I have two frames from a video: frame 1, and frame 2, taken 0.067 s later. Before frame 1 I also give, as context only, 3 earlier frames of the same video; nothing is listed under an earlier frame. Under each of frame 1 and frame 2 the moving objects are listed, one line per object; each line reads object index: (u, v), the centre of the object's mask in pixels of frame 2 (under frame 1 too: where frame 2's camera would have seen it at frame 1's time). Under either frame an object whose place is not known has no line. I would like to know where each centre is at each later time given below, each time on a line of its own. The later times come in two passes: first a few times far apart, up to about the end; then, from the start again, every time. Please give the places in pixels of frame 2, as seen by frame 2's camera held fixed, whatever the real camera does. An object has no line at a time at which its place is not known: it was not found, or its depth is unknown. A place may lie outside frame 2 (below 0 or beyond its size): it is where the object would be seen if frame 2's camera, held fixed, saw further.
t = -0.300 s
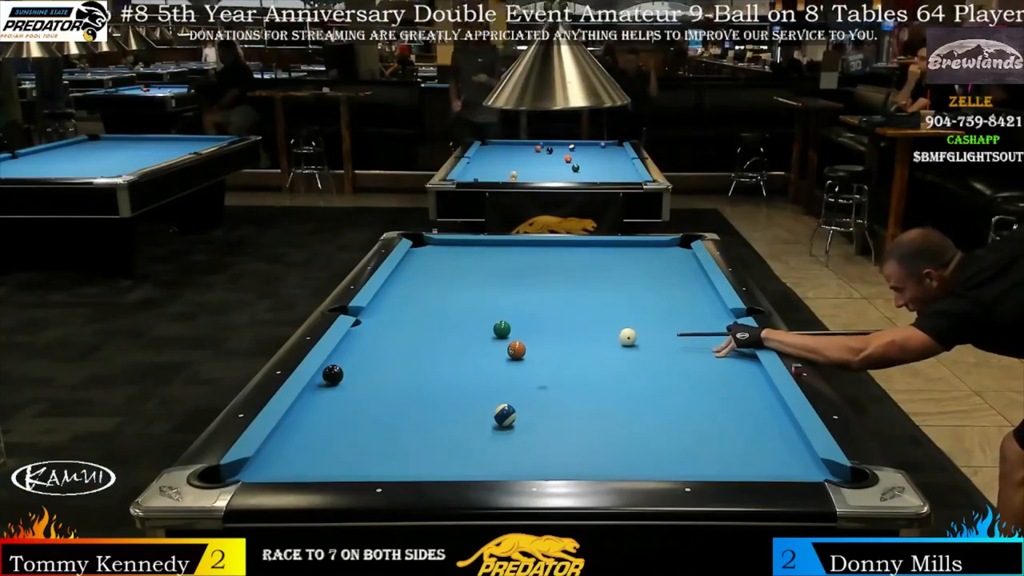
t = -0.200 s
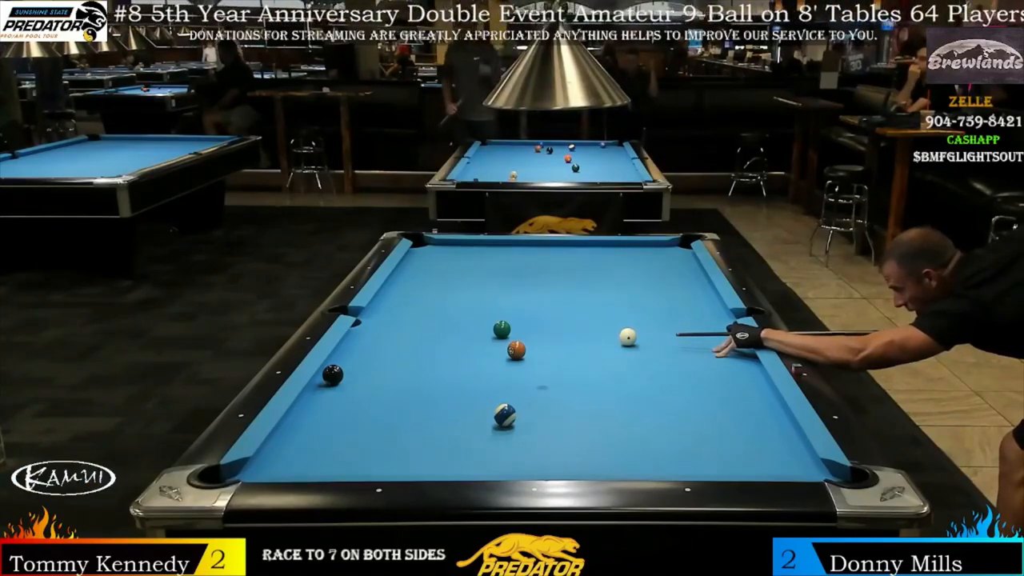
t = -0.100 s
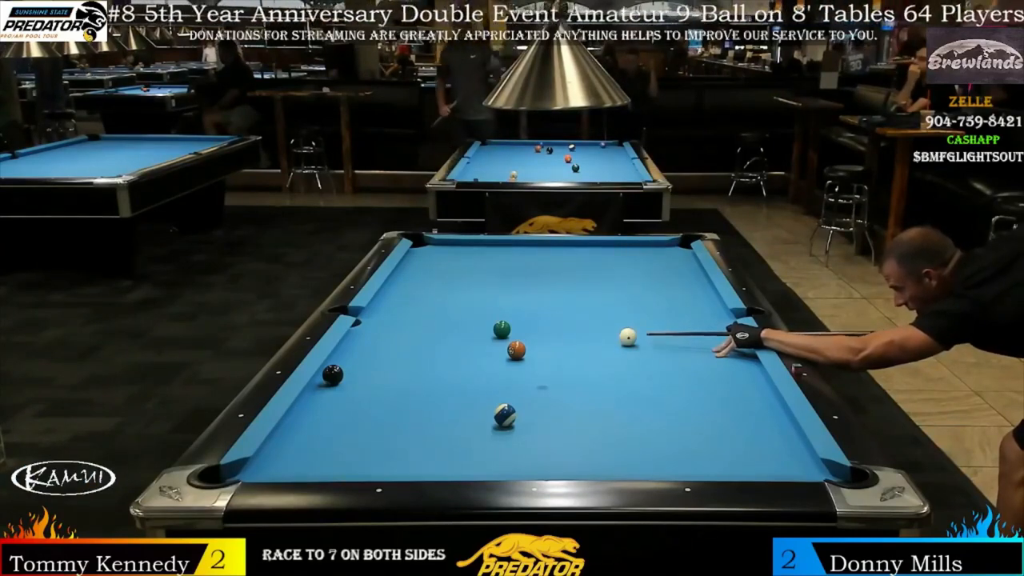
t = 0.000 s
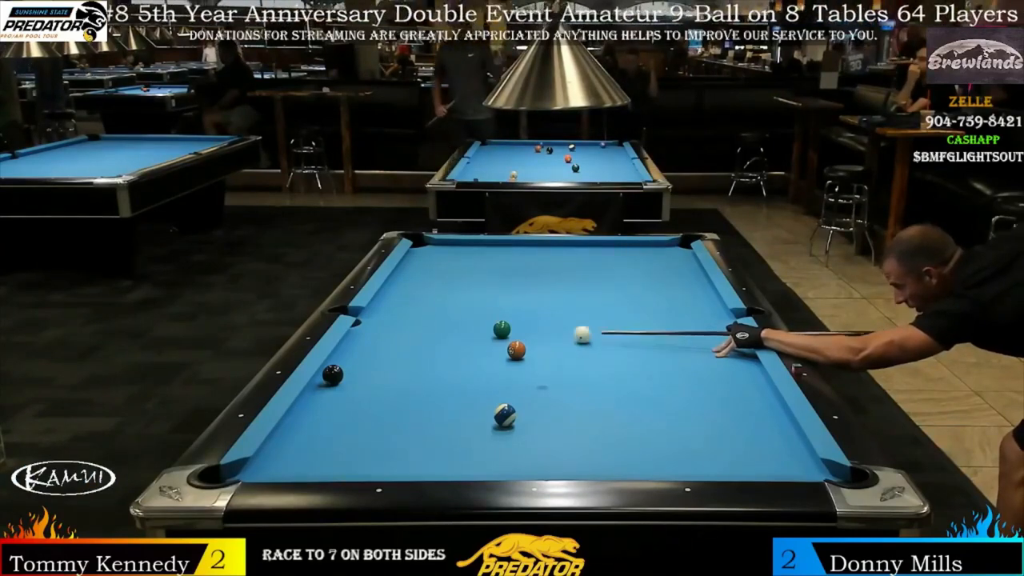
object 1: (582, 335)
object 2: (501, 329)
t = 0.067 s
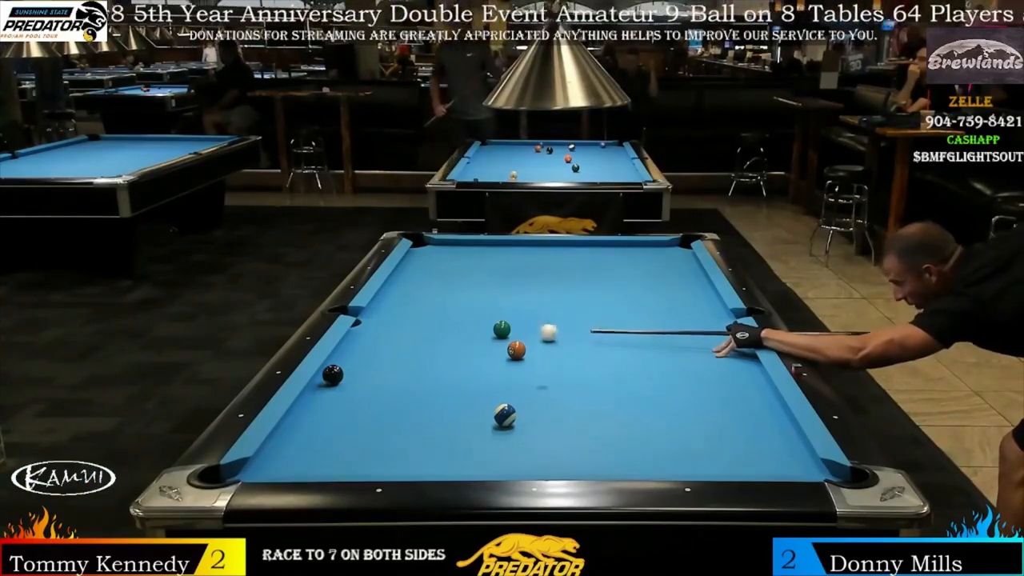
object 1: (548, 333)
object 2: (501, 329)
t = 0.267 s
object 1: (505, 332)
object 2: (447, 325)
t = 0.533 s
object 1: (468, 333)
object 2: (367, 319)
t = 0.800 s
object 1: (431, 334)
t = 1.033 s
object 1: (401, 335)
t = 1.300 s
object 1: (367, 335)
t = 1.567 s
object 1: (365, 333)
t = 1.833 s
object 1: (381, 330)
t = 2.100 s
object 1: (396, 327)
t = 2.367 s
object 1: (410, 324)
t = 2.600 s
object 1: (419, 322)
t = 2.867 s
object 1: (429, 320)
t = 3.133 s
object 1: (437, 319)
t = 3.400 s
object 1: (443, 317)
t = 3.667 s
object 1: (448, 317)
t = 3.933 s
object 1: (452, 316)
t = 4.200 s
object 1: (454, 316)
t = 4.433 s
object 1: (455, 316)
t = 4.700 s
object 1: (455, 316)
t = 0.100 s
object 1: (532, 332)
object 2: (501, 329)
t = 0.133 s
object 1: (518, 331)
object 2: (500, 329)
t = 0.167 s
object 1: (516, 331)
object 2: (485, 328)
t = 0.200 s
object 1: (513, 332)
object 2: (471, 327)
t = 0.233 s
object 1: (510, 332)
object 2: (458, 326)
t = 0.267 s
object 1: (505, 332)
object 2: (447, 325)
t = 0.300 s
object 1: (501, 333)
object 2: (436, 324)
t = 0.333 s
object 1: (496, 333)
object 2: (426, 323)
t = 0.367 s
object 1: (491, 333)
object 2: (416, 322)
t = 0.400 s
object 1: (487, 333)
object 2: (406, 321)
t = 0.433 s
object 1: (482, 333)
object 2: (397, 320)
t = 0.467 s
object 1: (477, 333)
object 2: (386, 320)
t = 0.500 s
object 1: (473, 333)
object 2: (377, 319)
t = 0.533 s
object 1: (468, 333)
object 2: (367, 319)
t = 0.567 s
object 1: (464, 333)
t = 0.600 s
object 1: (459, 333)
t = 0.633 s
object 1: (454, 334)
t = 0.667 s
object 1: (449, 334)
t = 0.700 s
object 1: (445, 334)
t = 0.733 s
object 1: (441, 334)
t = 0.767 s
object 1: (436, 334)
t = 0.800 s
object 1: (431, 334)
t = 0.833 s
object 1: (427, 334)
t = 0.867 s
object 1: (423, 335)
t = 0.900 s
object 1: (418, 335)
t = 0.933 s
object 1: (414, 335)
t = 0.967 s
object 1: (409, 335)
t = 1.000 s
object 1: (405, 335)
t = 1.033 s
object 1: (401, 335)
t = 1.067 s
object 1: (396, 335)
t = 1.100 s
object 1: (396, 335)
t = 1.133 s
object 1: (387, 335)
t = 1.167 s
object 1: (383, 335)
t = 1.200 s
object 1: (379, 335)
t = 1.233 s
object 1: (376, 335)
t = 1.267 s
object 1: (371, 335)
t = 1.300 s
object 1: (367, 335)
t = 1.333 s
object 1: (364, 335)
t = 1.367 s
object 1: (359, 335)
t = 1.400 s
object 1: (355, 335)
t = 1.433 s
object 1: (355, 335)
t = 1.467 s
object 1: (358, 334)
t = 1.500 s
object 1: (359, 334)
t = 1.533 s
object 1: (362, 334)
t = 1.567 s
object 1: (365, 333)
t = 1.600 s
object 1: (367, 333)
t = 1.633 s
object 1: (369, 332)
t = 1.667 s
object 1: (371, 332)
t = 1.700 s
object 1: (373, 331)
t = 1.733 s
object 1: (375, 331)
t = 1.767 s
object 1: (377, 330)
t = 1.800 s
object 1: (379, 330)
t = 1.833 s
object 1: (381, 330)
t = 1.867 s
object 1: (383, 329)
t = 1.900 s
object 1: (385, 329)
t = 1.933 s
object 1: (387, 328)
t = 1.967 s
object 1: (389, 328)
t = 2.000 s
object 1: (391, 328)
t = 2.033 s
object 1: (393, 327)
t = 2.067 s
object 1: (394, 327)
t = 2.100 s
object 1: (396, 327)
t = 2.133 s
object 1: (398, 326)
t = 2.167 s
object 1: (400, 326)
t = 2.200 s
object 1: (402, 326)
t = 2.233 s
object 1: (403, 325)
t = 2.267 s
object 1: (405, 325)
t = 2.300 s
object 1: (406, 325)
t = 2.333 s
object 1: (408, 325)
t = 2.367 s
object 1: (410, 324)
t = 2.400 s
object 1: (411, 324)
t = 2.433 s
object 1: (412, 324)
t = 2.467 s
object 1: (414, 323)
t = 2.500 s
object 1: (415, 323)
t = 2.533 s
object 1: (417, 323)
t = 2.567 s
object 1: (418, 323)
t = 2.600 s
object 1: (419, 322)
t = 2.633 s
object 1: (421, 322)
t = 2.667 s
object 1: (422, 322)
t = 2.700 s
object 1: (423, 321)
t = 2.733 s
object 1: (423, 321)
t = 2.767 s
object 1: (426, 321)
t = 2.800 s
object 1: (427, 321)
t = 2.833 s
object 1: (427, 321)
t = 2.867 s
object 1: (429, 320)
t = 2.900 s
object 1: (430, 320)
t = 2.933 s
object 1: (431, 320)
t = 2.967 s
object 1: (432, 320)
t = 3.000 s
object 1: (433, 319)
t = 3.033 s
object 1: (434, 319)
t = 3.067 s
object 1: (435, 319)
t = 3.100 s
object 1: (436, 319)
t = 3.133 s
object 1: (437, 319)
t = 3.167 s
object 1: (438, 318)
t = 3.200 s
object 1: (439, 318)
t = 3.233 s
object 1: (439, 318)
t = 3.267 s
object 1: (440, 318)
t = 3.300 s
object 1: (441, 318)
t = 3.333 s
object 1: (442, 317)
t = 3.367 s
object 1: (443, 317)
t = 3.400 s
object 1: (443, 317)
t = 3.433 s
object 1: (444, 317)
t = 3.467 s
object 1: (445, 317)
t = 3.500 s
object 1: (445, 317)
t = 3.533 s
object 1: (446, 317)
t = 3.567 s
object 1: (447, 317)
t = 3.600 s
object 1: (447, 317)
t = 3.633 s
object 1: (448, 317)
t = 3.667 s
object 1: (448, 317)
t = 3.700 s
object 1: (449, 316)
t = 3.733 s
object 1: (449, 316)
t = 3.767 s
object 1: (450, 316)
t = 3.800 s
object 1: (450, 316)
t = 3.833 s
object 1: (451, 316)
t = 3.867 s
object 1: (451, 316)
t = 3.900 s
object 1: (451, 316)
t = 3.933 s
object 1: (452, 316)
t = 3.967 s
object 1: (452, 316)
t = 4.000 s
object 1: (452, 316)
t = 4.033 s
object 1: (453, 316)
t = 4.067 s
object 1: (453, 316)
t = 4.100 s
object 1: (453, 316)
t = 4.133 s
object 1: (453, 316)
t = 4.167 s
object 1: (454, 316)
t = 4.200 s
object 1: (454, 316)
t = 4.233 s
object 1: (454, 316)
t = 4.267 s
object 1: (454, 316)
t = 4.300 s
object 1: (454, 316)
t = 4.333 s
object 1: (455, 316)
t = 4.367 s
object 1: (455, 316)
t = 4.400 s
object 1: (455, 316)
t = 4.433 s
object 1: (455, 316)
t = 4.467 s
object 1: (455, 316)
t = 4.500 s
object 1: (455, 316)
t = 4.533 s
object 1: (455, 316)
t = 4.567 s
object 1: (455, 316)
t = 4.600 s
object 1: (455, 316)
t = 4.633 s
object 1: (455, 316)
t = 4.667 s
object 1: (455, 316)
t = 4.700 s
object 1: (455, 316)
